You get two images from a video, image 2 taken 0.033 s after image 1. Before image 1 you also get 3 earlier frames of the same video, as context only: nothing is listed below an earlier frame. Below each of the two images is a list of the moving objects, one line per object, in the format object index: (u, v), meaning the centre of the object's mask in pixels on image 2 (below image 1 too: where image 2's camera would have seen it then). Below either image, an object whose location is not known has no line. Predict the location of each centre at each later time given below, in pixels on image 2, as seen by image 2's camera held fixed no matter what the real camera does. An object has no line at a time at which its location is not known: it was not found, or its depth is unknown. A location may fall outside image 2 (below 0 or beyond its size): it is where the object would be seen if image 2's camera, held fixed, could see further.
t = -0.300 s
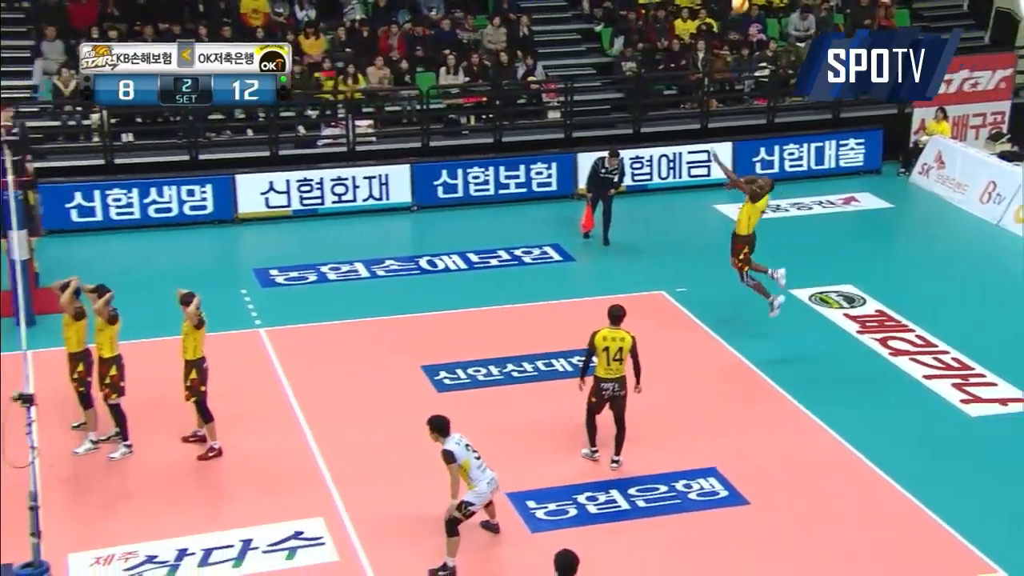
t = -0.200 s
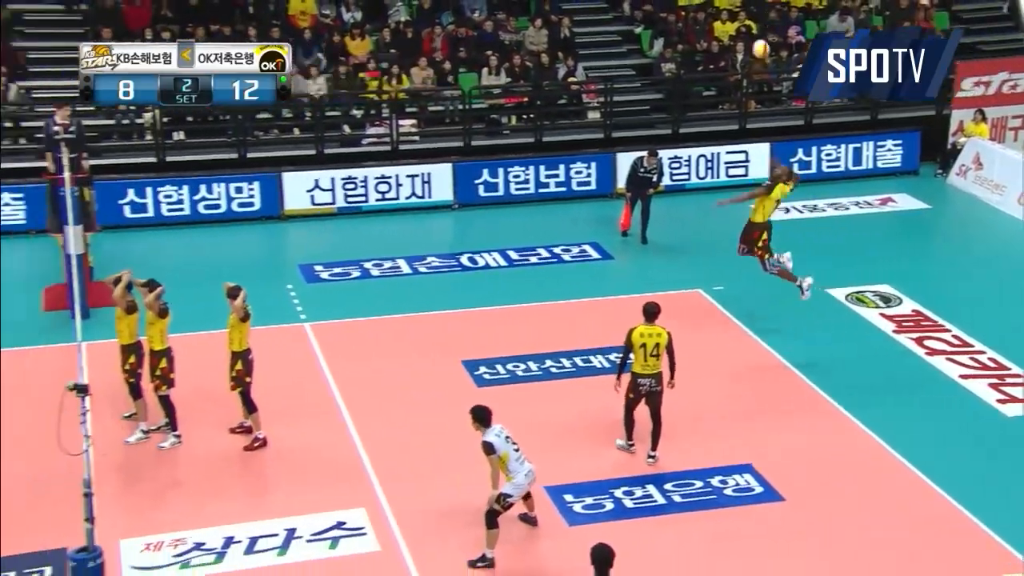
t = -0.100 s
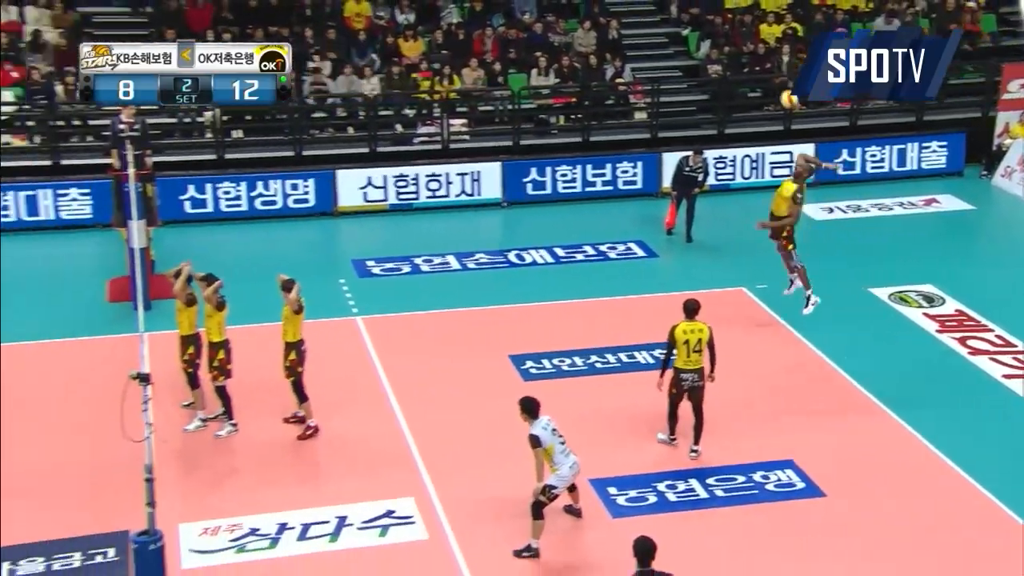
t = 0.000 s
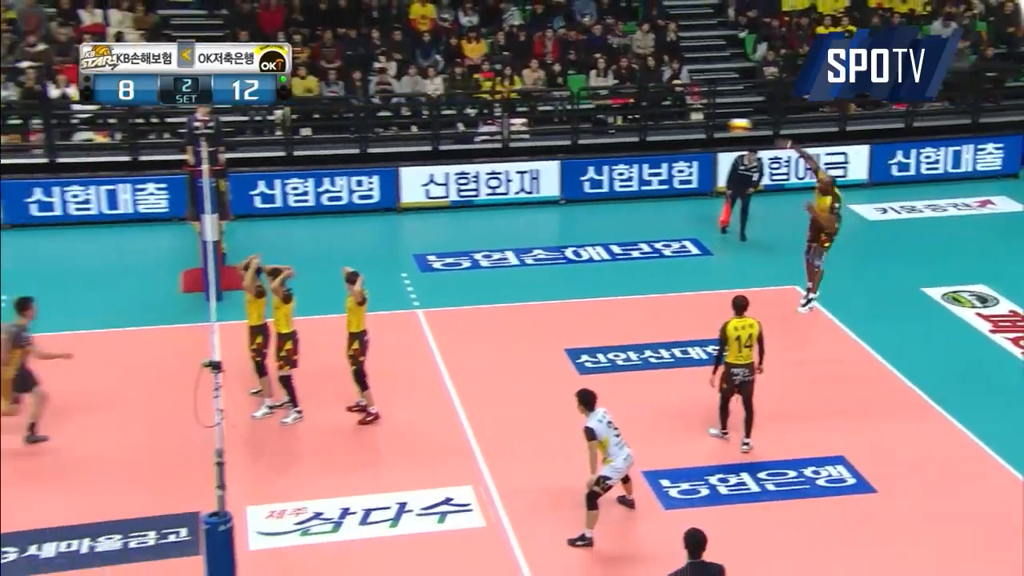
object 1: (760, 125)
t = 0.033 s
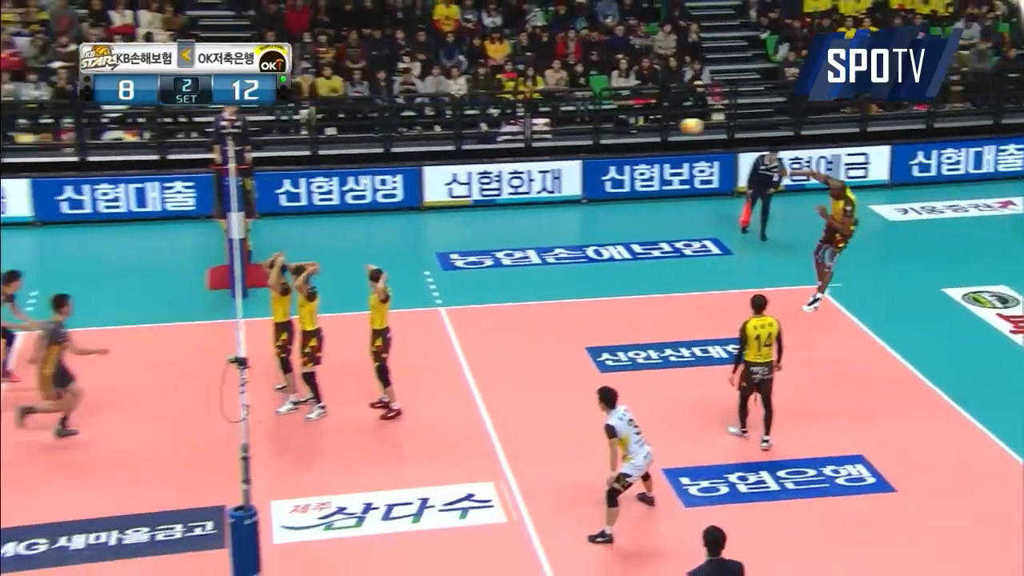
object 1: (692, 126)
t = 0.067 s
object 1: (623, 127)
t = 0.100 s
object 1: (558, 130)
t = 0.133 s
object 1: (494, 135)
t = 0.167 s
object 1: (431, 141)
